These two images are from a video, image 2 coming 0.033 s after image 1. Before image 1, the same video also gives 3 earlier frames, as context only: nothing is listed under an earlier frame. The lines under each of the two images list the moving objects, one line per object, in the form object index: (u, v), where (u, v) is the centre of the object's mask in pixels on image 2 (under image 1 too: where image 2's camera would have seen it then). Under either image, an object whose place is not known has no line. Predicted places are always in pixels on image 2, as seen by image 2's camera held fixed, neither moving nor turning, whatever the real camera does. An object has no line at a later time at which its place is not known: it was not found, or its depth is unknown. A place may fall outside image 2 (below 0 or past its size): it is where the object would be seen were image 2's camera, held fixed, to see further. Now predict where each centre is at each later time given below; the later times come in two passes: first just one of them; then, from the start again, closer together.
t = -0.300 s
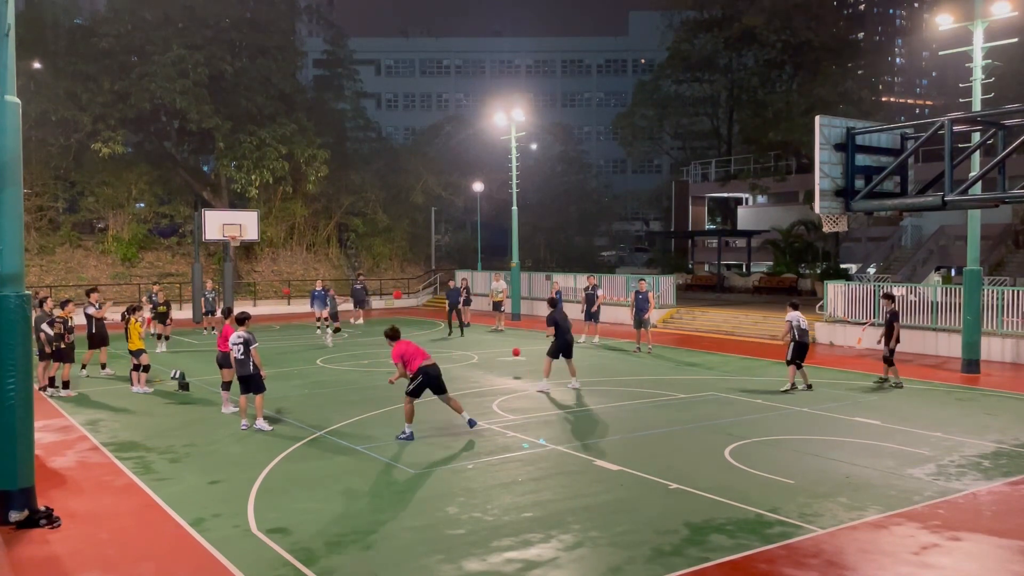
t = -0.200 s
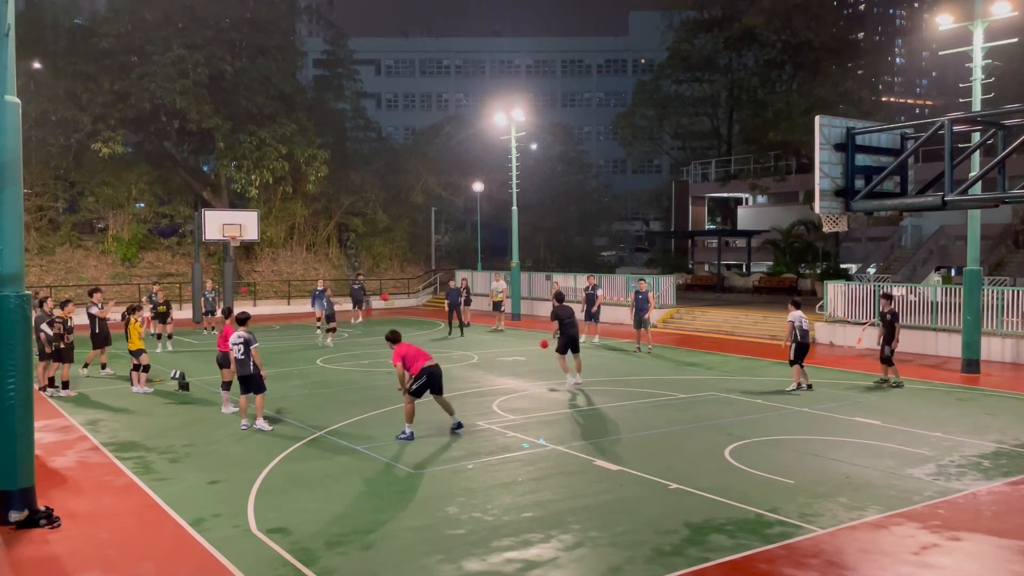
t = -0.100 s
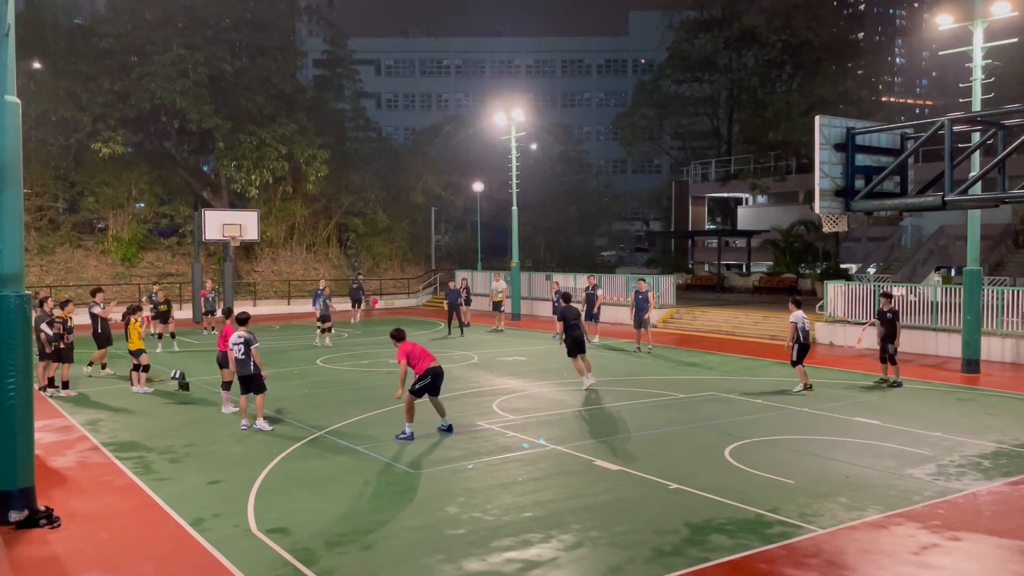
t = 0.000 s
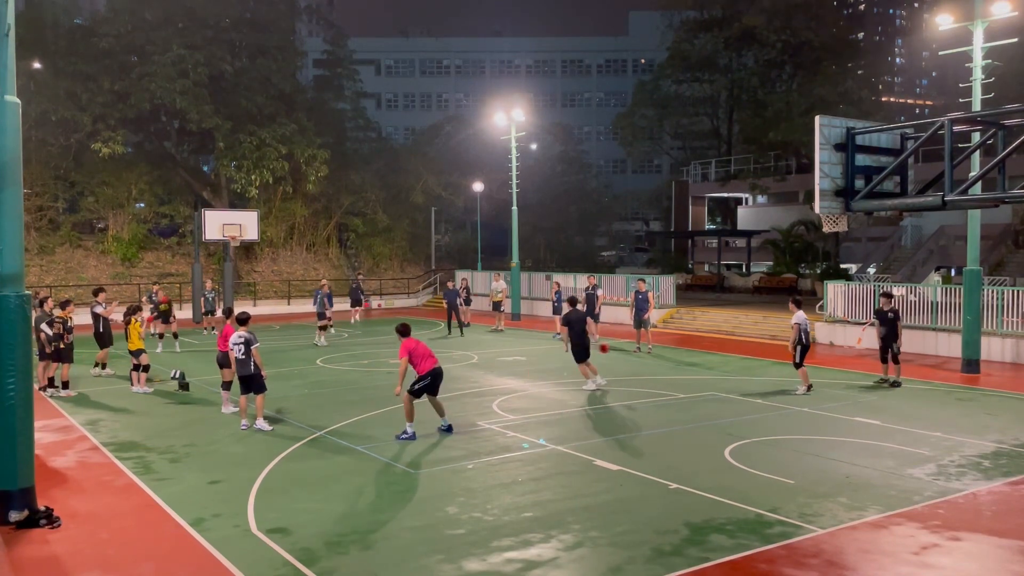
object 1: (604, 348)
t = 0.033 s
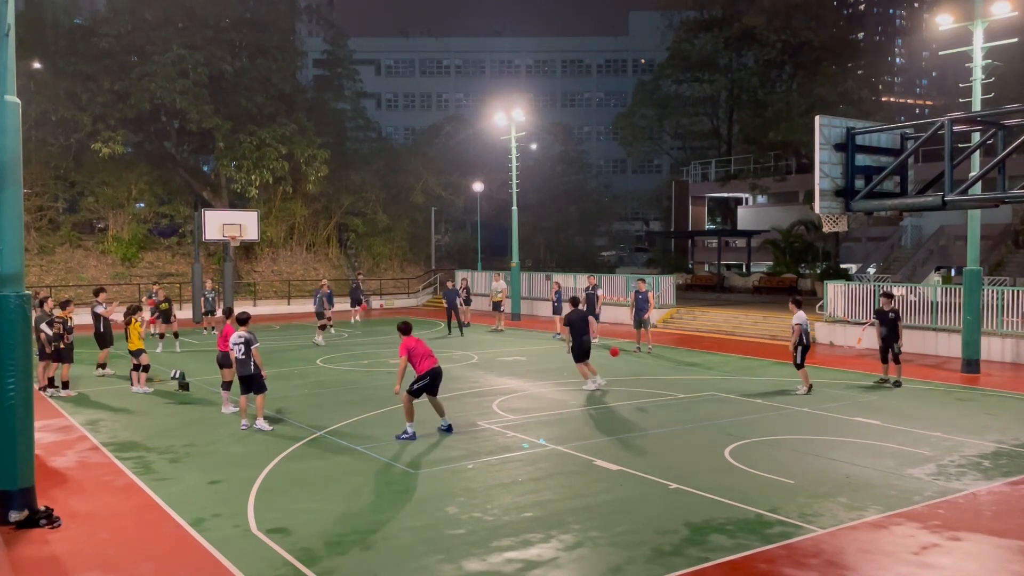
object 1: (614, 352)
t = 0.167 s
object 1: (656, 375)
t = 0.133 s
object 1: (646, 368)
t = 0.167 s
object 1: (656, 375)
